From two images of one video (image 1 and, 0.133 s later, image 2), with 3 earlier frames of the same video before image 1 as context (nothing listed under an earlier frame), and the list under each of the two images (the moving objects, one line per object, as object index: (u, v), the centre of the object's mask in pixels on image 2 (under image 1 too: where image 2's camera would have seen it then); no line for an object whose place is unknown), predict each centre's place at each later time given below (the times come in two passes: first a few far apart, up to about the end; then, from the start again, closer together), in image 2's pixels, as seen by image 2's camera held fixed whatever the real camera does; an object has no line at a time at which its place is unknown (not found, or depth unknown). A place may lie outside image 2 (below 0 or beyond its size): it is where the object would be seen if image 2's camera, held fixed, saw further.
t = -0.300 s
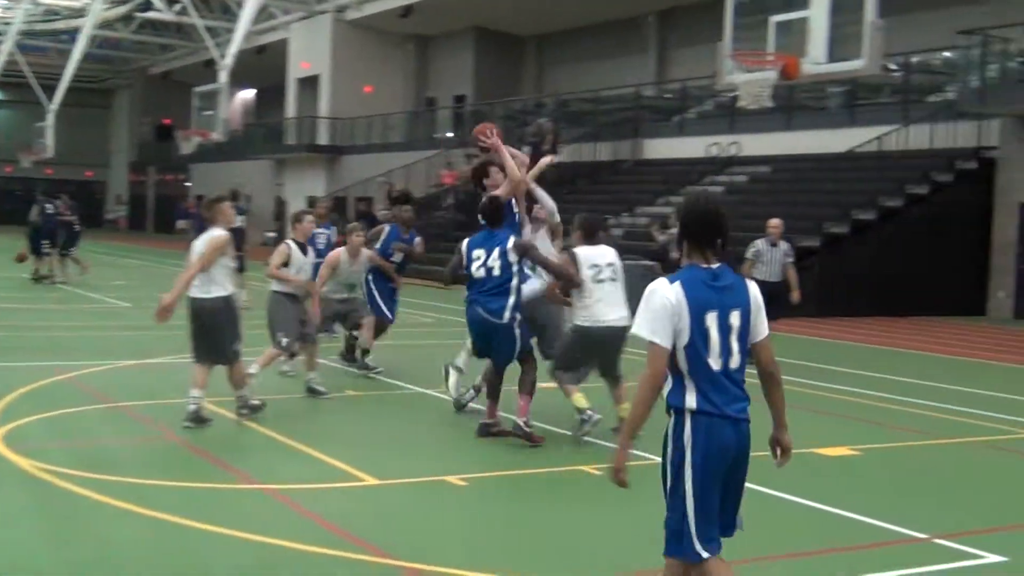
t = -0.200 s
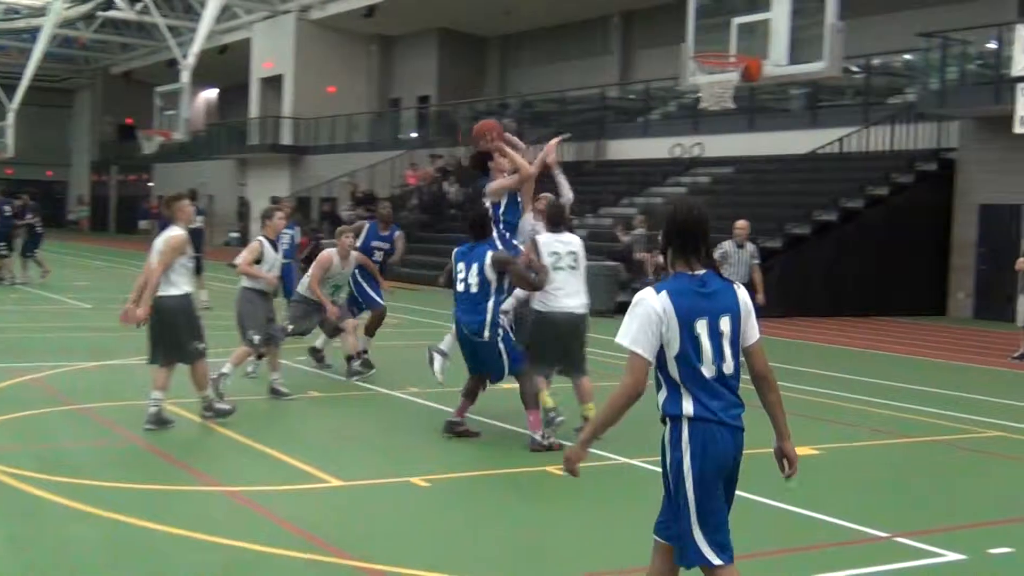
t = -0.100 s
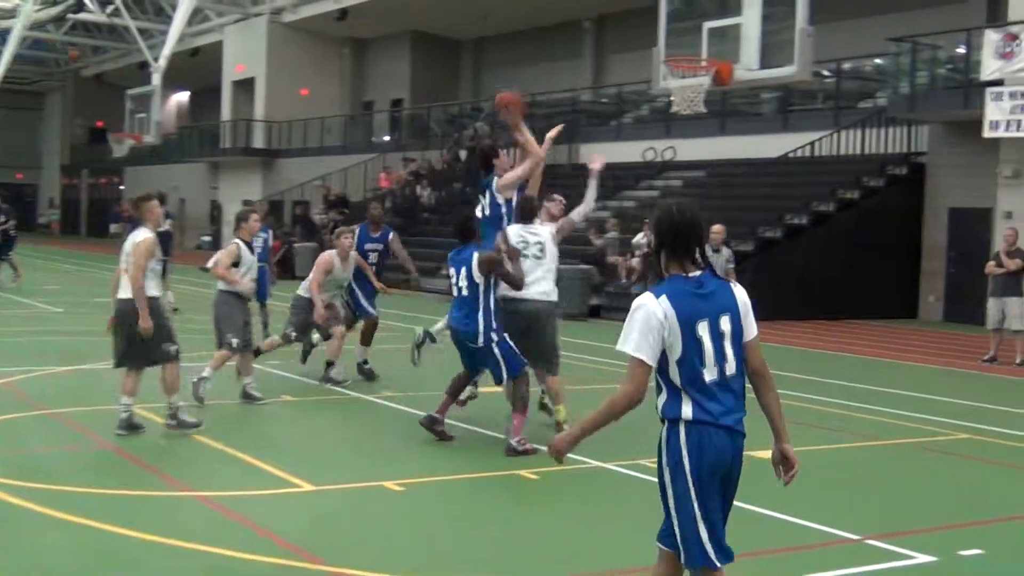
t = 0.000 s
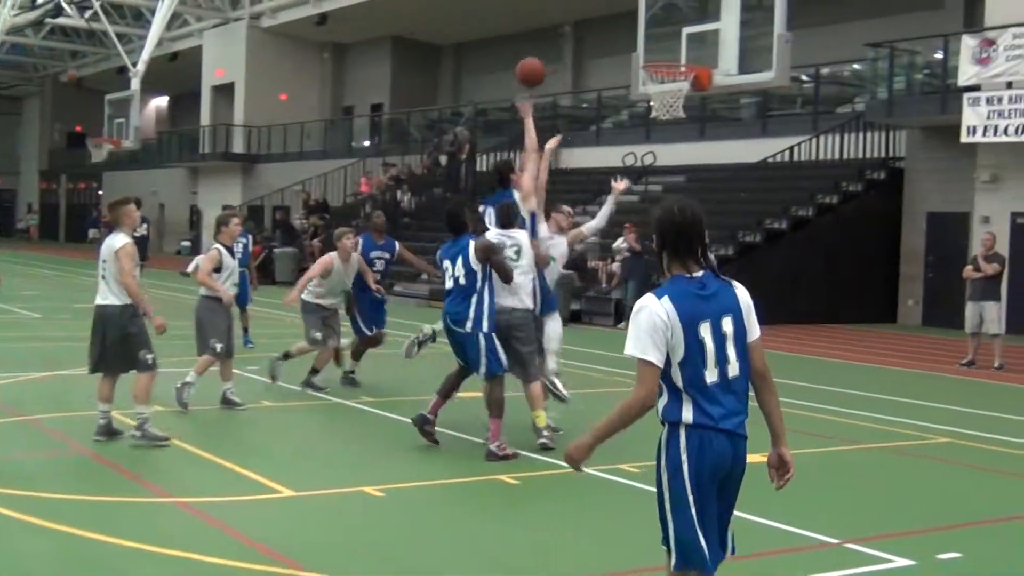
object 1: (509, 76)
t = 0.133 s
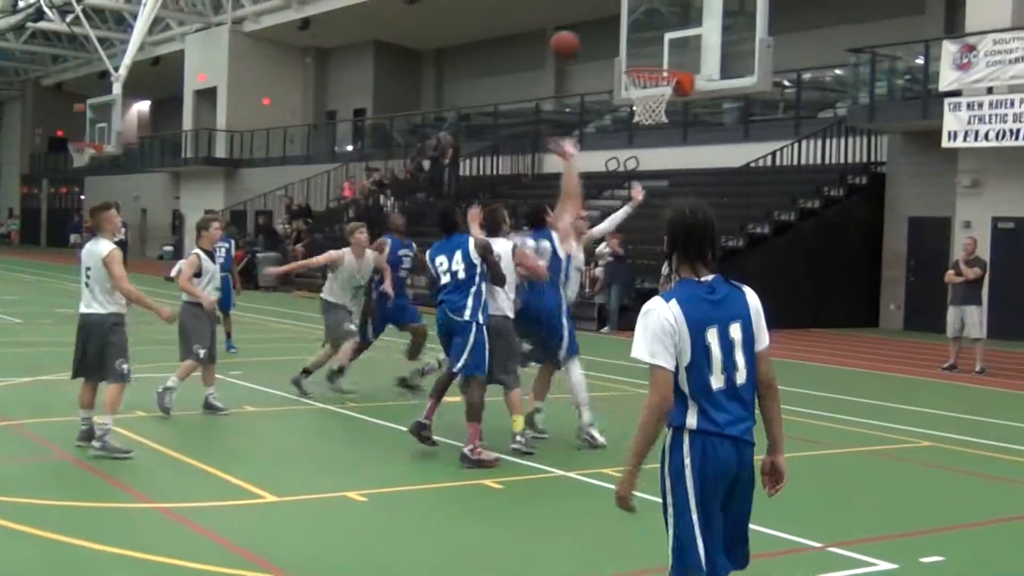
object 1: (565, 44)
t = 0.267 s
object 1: (612, 35)
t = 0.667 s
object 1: (655, 61)
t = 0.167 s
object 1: (577, 39)
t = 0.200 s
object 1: (589, 36)
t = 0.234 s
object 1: (601, 34)
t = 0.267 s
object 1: (612, 35)
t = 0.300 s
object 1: (623, 36)
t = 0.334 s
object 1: (634, 38)
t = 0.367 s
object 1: (645, 41)
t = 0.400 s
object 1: (657, 46)
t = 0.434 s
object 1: (667, 53)
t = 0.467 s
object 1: (677, 59)
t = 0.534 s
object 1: (673, 58)
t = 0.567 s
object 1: (669, 58)
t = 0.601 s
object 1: (664, 59)
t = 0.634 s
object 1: (660, 59)
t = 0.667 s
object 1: (655, 61)
